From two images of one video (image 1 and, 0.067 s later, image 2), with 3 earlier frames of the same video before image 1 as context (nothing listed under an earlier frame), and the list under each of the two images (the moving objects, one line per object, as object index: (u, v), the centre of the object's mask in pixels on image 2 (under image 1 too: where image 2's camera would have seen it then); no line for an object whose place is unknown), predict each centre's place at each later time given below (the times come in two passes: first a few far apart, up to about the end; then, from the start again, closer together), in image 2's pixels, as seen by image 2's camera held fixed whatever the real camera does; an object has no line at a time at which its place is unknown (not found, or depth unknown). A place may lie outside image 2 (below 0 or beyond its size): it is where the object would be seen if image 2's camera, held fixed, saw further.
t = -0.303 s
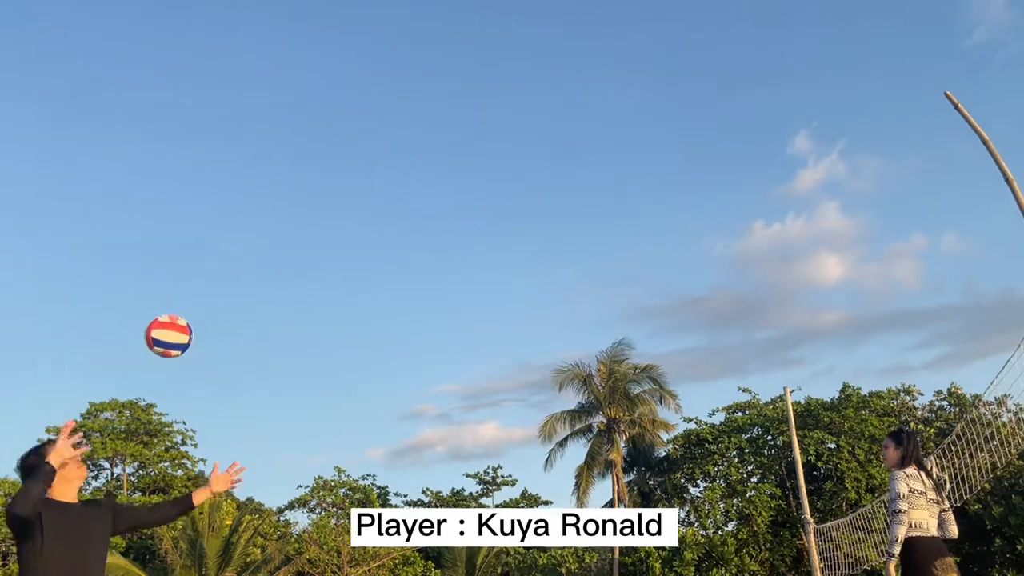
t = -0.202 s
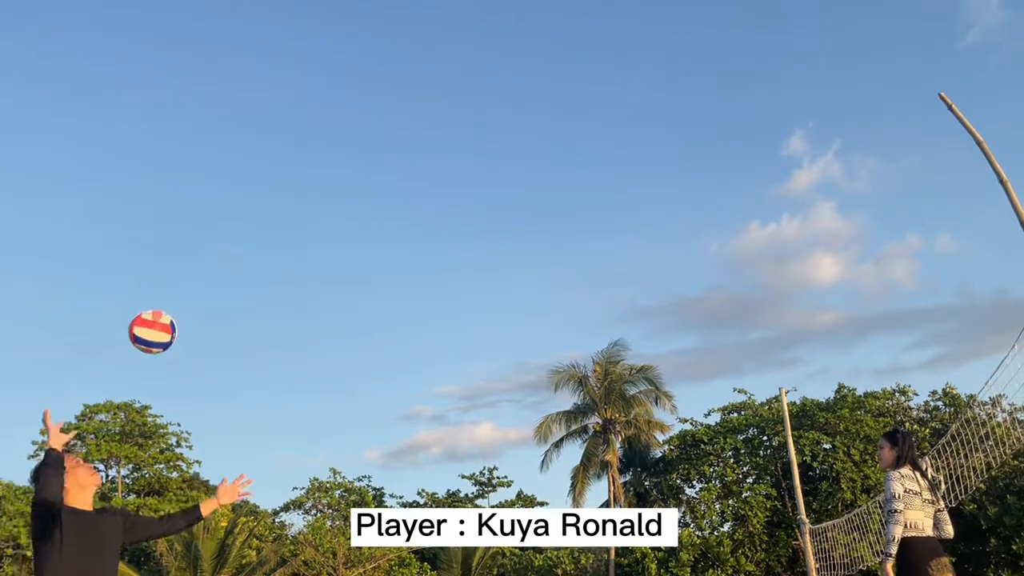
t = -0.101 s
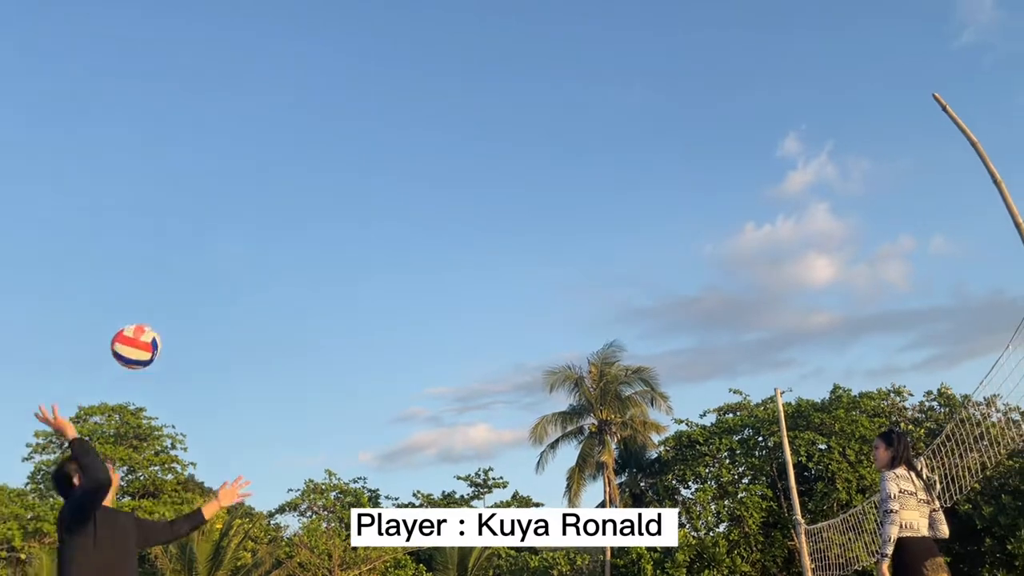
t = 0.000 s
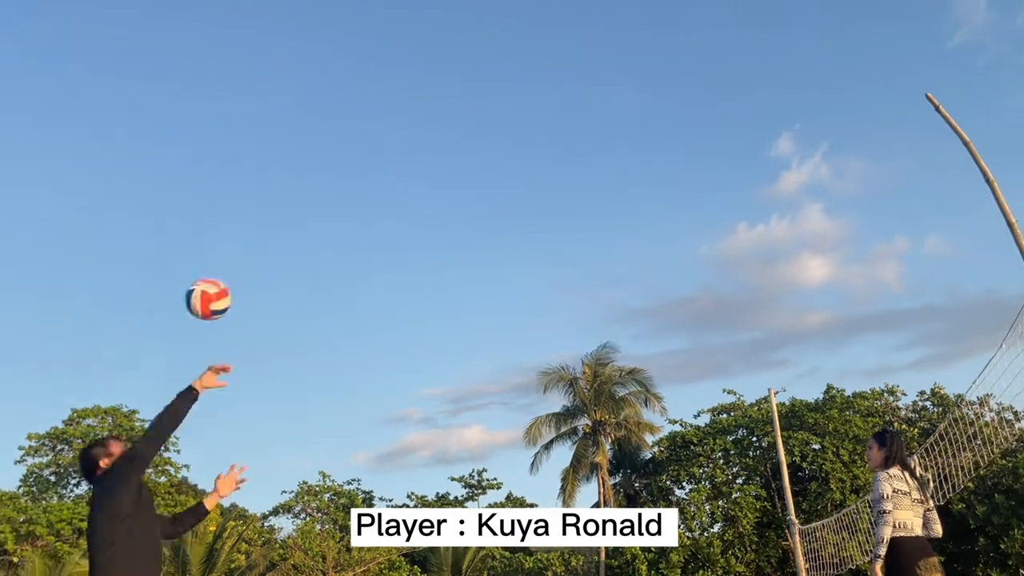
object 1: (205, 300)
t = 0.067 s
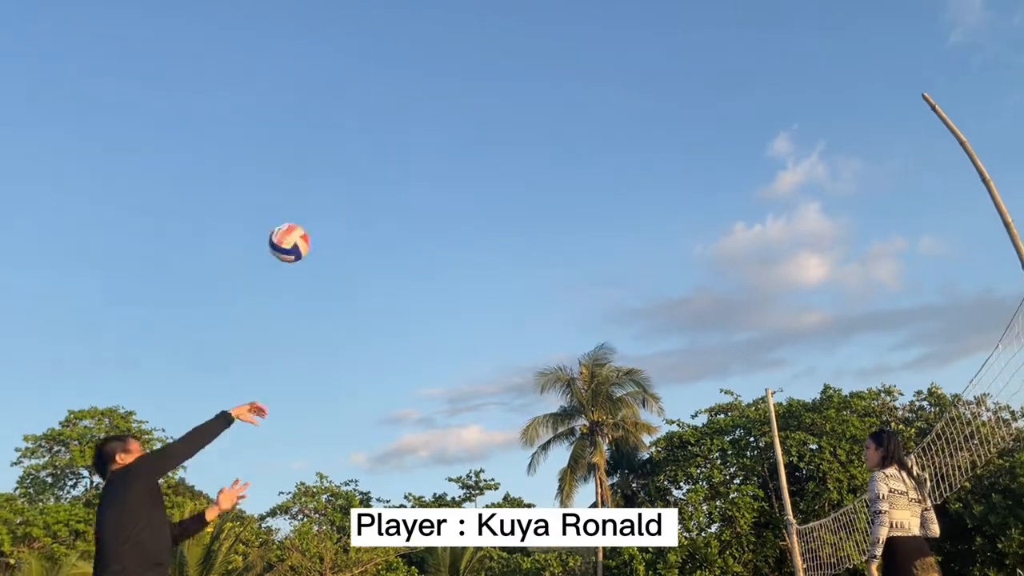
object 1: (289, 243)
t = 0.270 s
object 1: (480, 148)
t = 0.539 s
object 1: (656, 124)
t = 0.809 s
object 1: (793, 171)
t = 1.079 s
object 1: (923, 271)
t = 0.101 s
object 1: (326, 220)
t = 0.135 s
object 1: (361, 201)
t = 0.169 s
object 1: (394, 184)
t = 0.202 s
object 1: (424, 170)
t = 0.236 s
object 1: (453, 158)
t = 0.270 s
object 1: (480, 148)
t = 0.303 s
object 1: (505, 140)
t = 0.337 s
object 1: (528, 134)
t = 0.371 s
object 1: (552, 129)
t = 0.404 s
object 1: (574, 126)
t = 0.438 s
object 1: (595, 124)
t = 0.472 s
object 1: (616, 123)
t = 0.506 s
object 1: (636, 123)
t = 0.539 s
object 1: (656, 124)
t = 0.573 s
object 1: (675, 126)
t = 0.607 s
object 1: (693, 130)
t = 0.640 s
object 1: (710, 134)
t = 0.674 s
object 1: (728, 139)
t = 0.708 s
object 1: (745, 146)
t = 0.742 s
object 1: (762, 154)
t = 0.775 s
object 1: (777, 162)
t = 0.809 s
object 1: (793, 171)
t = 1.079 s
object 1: (923, 271)
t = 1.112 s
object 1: (942, 286)
